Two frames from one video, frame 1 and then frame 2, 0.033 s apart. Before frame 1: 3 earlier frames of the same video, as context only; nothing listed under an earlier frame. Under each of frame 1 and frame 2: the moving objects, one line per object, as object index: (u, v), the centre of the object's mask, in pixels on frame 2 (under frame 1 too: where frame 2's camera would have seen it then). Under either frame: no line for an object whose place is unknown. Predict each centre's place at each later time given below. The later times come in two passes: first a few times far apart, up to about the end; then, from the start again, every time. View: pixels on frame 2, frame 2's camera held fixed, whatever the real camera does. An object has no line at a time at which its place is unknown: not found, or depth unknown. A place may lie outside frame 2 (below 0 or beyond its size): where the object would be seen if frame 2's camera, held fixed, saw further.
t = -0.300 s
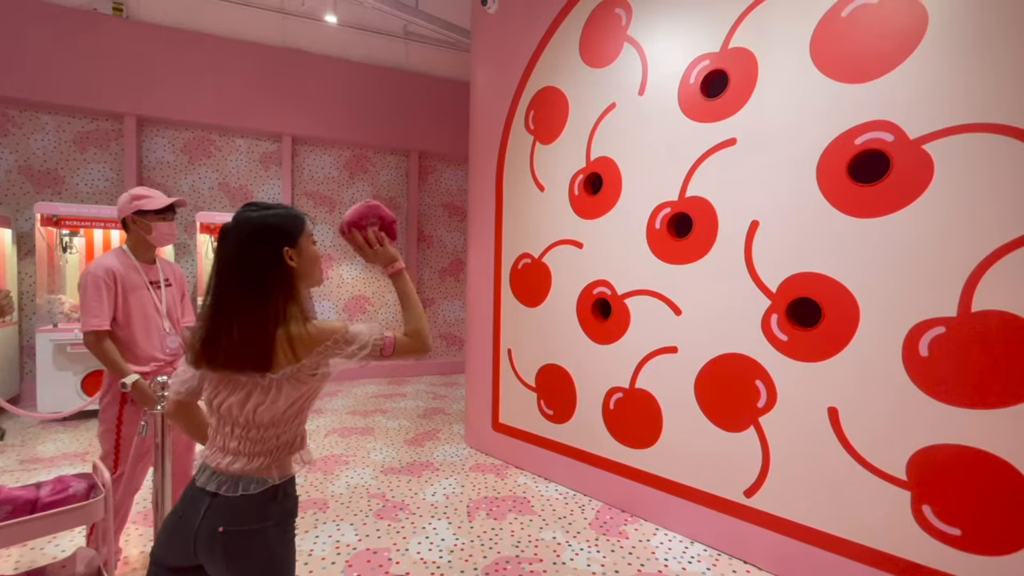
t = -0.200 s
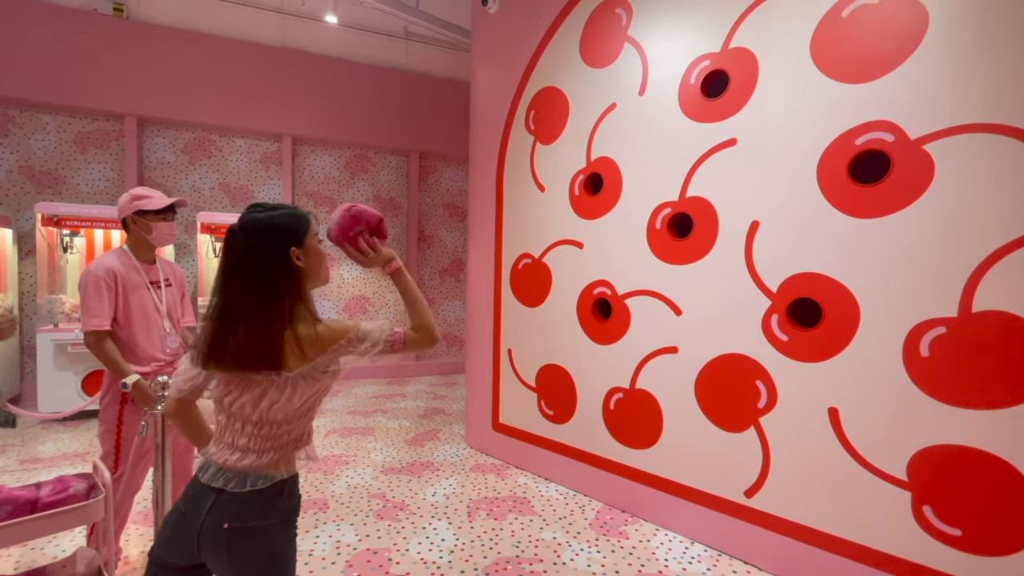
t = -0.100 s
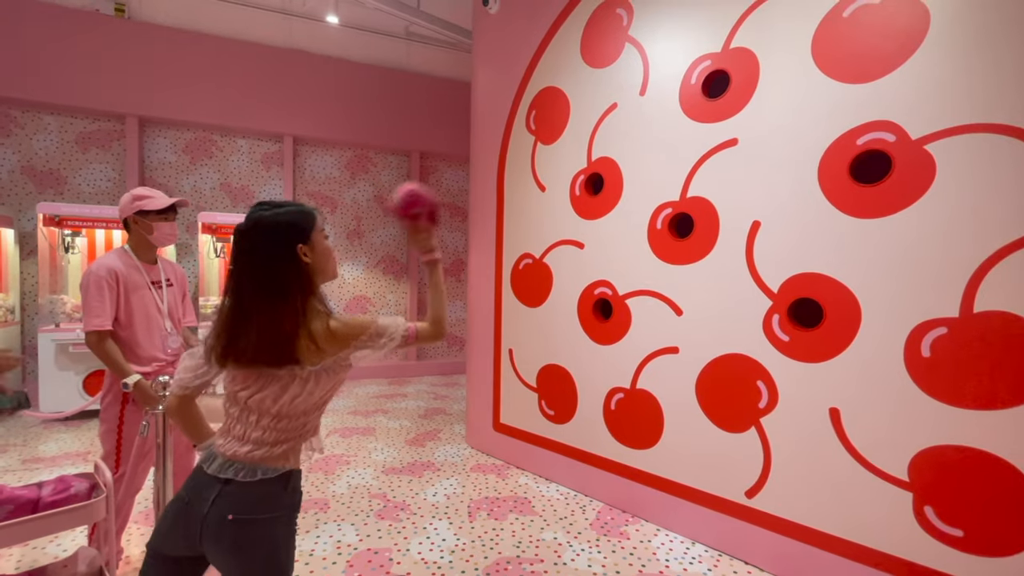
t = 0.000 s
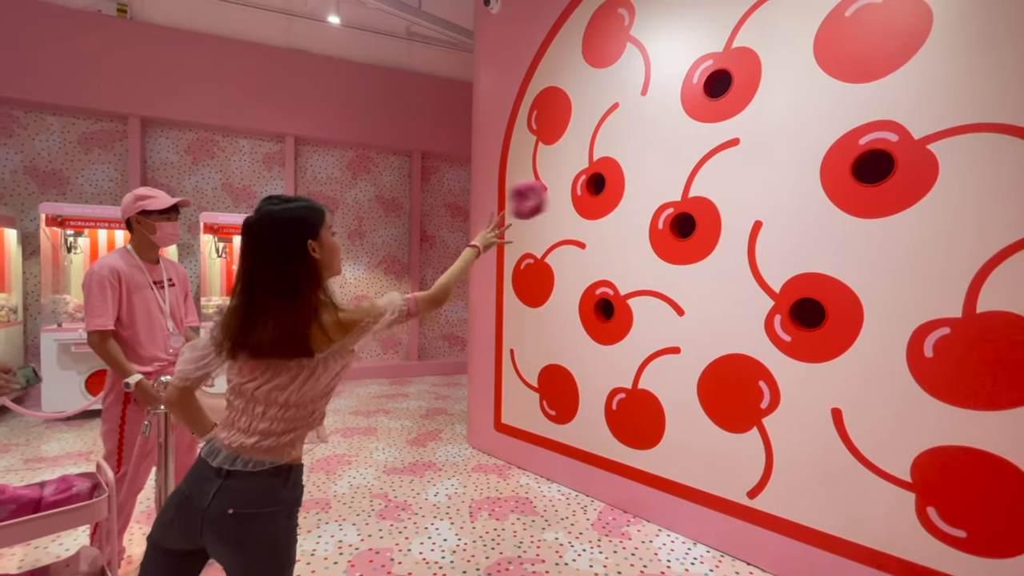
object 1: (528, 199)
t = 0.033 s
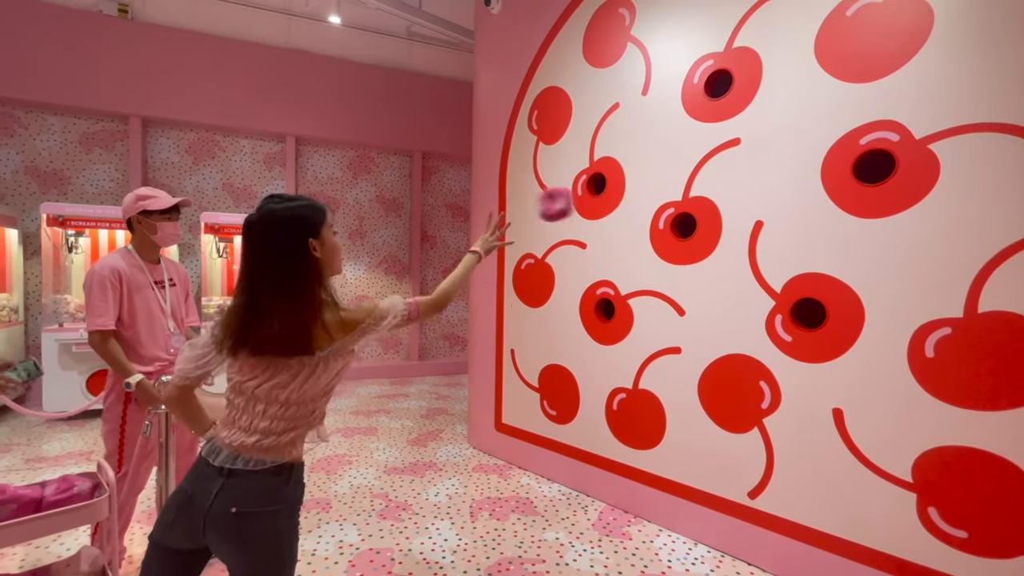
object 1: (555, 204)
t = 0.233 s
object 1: (660, 265)
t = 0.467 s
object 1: (635, 349)
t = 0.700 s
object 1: (606, 528)
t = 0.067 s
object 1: (579, 210)
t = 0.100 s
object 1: (599, 218)
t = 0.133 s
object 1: (618, 228)
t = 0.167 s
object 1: (634, 239)
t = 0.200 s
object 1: (647, 252)
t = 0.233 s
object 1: (660, 265)
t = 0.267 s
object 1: (659, 273)
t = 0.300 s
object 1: (656, 282)
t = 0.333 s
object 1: (651, 290)
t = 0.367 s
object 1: (647, 301)
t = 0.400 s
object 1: (643, 316)
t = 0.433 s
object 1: (639, 332)
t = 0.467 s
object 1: (635, 349)
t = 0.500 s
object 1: (631, 369)
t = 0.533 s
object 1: (627, 391)
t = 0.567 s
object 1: (623, 415)
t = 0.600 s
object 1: (619, 440)
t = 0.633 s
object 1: (615, 470)
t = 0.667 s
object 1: (610, 501)
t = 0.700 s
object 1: (606, 528)
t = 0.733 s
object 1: (603, 527)
